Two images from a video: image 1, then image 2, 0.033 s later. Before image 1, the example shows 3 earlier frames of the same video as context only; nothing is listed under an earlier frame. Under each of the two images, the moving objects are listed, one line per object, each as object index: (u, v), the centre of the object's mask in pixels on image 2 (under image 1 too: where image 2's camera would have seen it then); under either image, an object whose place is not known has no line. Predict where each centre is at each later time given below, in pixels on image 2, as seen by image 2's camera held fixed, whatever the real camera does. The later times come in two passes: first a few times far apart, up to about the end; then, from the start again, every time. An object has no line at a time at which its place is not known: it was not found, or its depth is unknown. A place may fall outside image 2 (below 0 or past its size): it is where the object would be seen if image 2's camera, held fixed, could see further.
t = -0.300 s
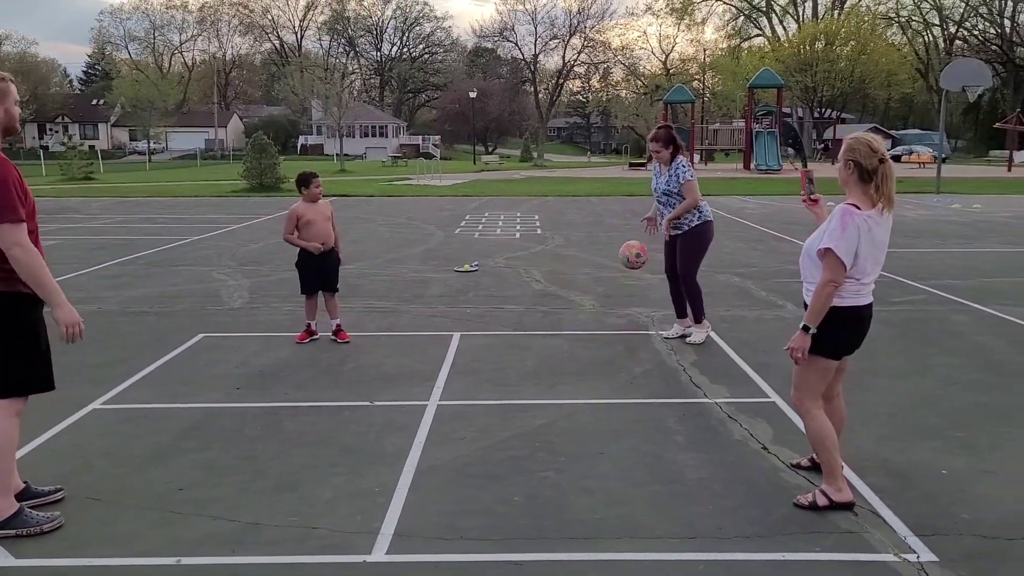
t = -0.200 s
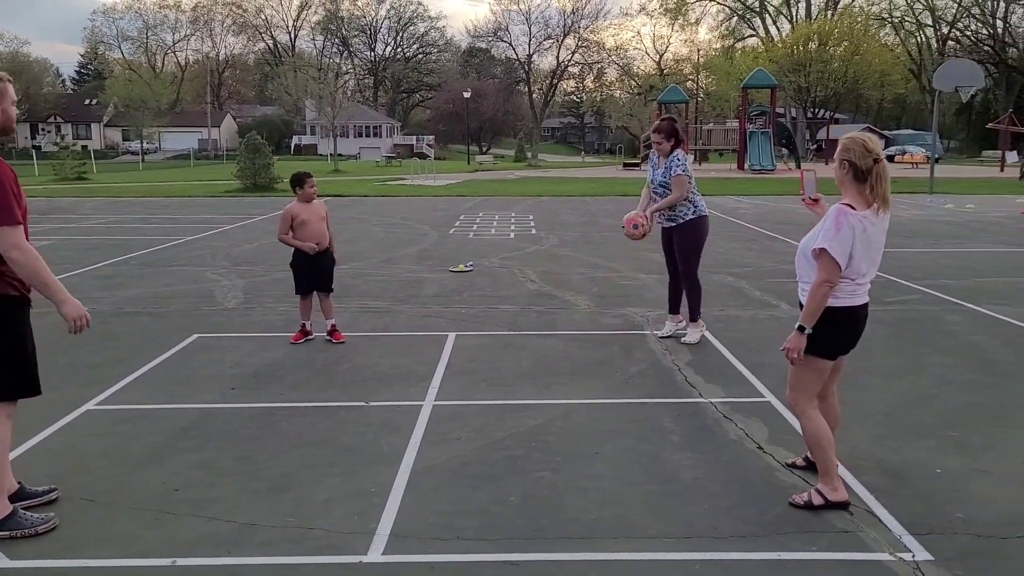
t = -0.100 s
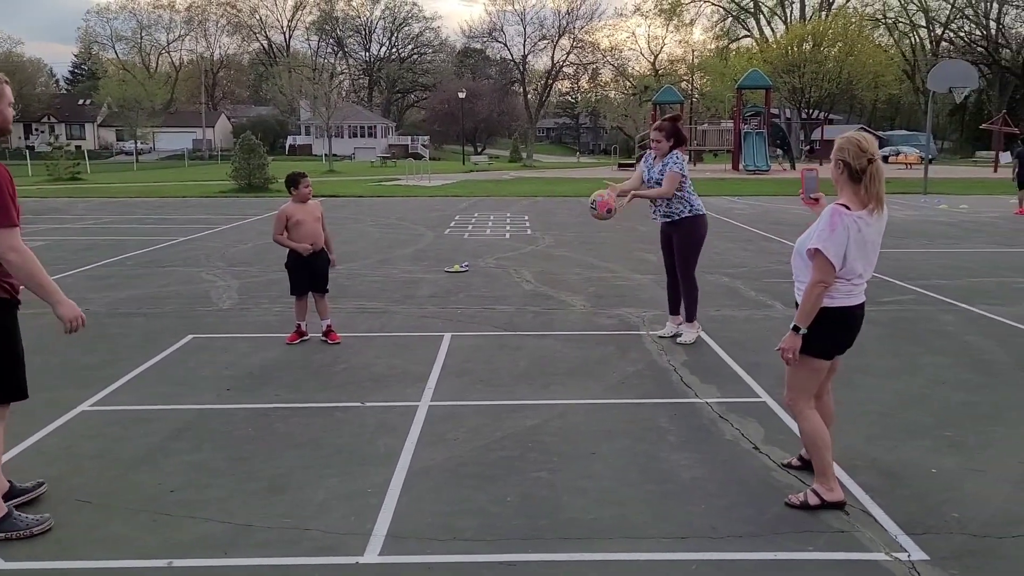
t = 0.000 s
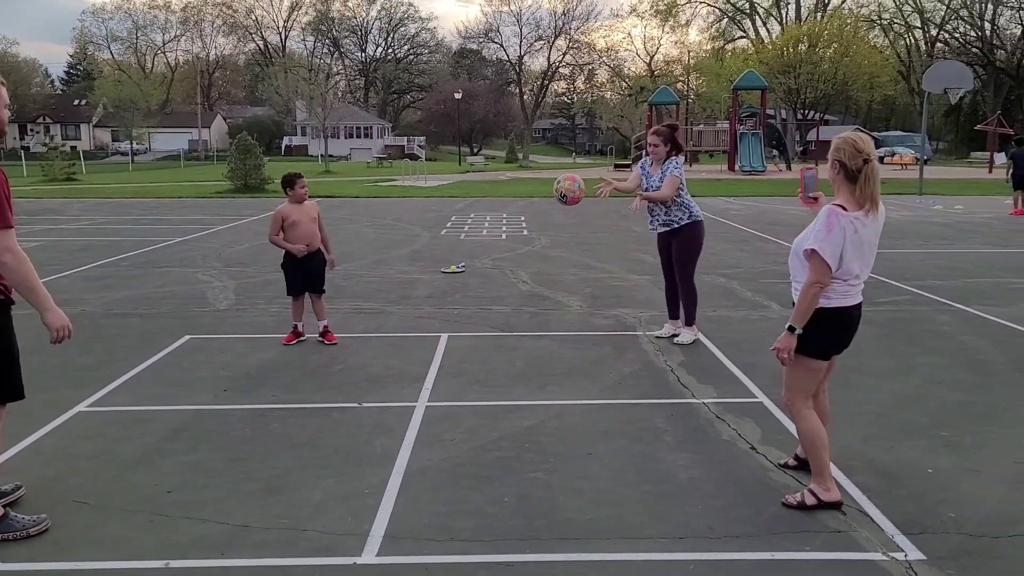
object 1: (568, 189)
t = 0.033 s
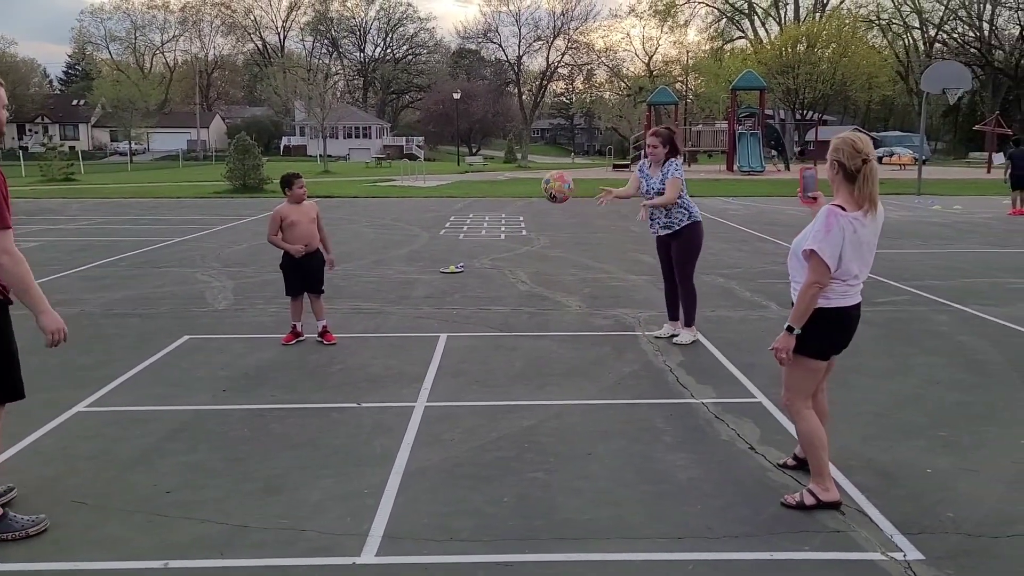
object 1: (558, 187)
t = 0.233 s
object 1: (485, 204)
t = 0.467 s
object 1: (383, 316)
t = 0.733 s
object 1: (266, 370)
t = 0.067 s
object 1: (547, 185)
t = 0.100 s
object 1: (535, 186)
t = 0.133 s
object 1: (523, 187)
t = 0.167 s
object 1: (511, 191)
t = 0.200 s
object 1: (498, 196)
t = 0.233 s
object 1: (485, 204)
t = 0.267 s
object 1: (472, 213)
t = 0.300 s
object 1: (458, 224)
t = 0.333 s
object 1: (444, 238)
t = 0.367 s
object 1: (429, 254)
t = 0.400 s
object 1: (414, 272)
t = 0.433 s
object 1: (399, 293)
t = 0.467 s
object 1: (383, 316)
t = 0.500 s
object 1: (366, 342)
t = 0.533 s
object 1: (350, 371)
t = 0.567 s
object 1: (333, 403)
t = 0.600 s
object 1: (316, 436)
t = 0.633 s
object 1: (304, 423)
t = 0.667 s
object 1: (292, 404)
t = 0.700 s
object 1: (279, 386)
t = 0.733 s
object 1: (266, 370)
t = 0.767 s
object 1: (253, 356)
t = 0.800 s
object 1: (239, 344)
